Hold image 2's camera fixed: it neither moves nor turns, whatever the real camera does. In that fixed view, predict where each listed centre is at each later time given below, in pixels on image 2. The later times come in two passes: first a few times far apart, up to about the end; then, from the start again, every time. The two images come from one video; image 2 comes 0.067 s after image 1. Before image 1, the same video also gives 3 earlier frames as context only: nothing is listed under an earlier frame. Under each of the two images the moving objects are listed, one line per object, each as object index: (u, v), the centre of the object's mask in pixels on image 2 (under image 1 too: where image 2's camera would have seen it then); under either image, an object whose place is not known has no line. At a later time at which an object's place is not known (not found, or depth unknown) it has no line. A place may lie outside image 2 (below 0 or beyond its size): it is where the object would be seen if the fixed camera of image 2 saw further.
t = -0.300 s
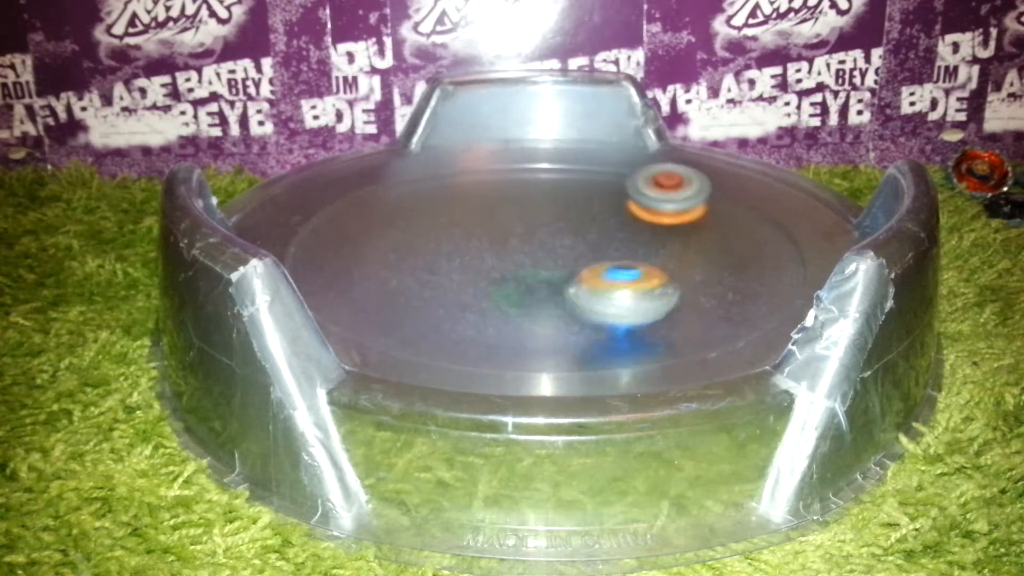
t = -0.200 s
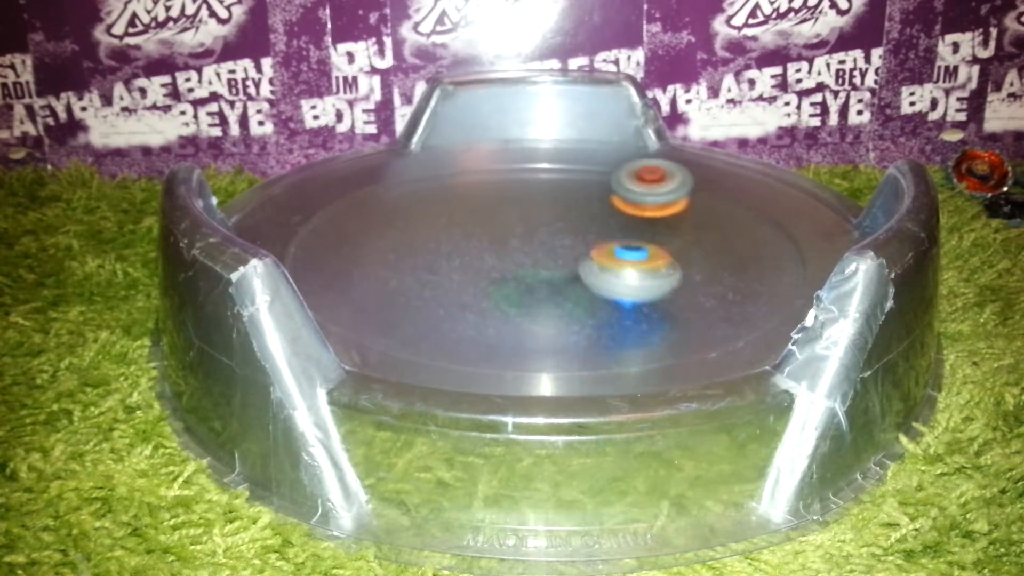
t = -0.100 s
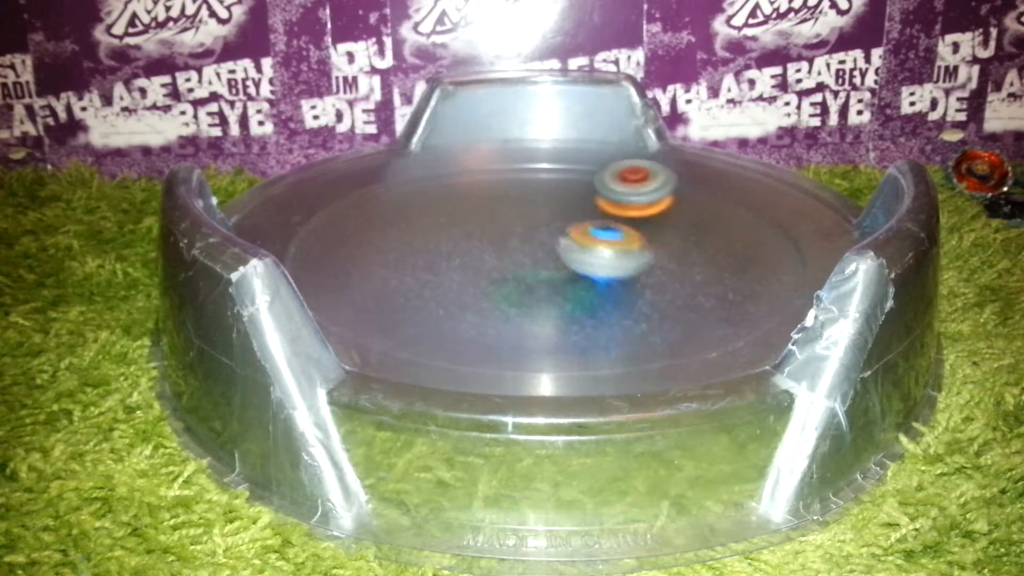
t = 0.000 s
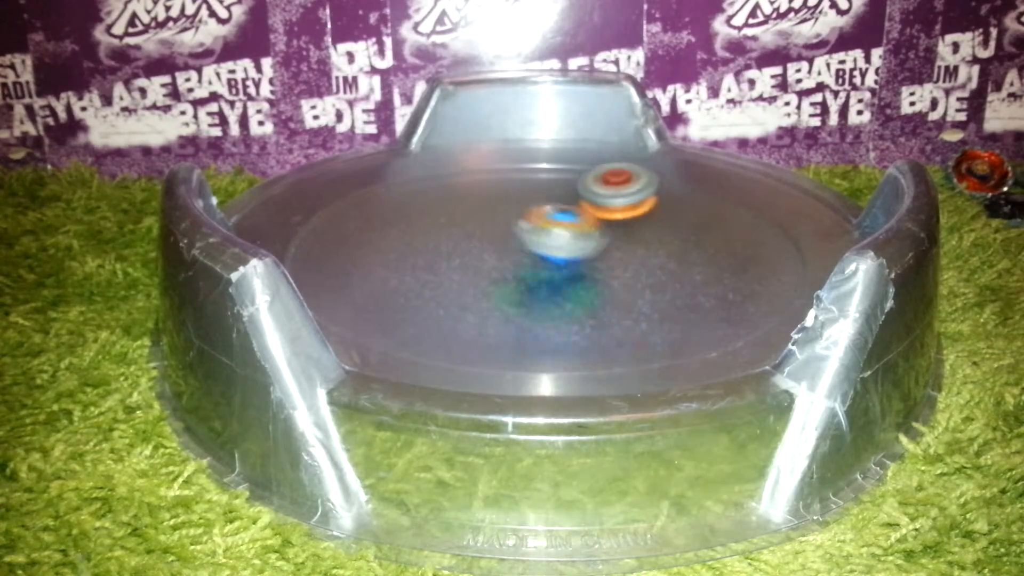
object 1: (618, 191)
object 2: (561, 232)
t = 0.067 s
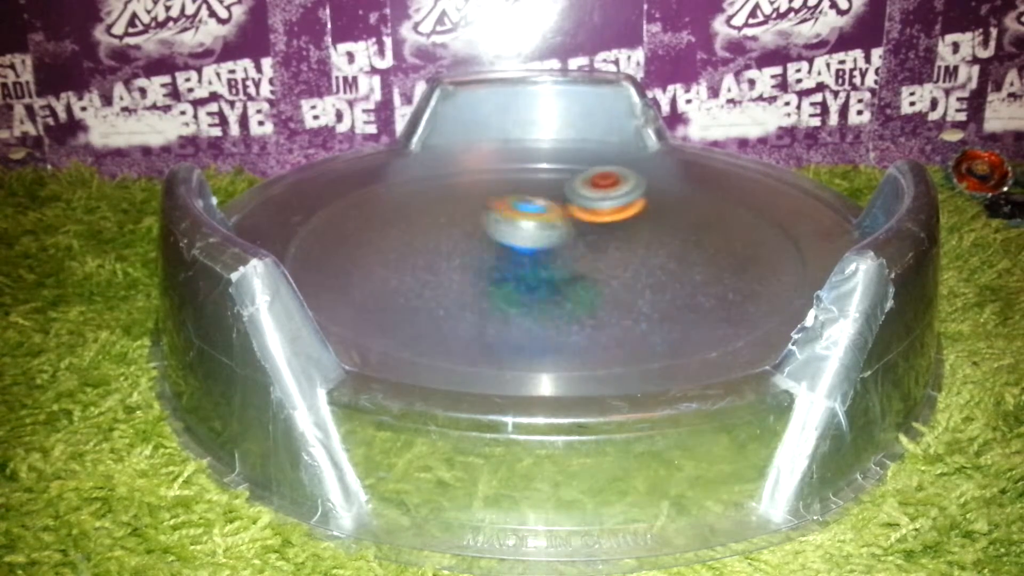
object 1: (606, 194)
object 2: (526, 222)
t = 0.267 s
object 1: (570, 210)
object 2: (424, 216)
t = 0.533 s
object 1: (532, 243)
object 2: (462, 272)
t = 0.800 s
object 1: (610, 211)
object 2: (590, 284)
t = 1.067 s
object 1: (564, 206)
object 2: (644, 235)
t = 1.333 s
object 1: (460, 210)
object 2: (553, 220)
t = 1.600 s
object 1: (377, 234)
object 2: (521, 268)
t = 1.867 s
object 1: (418, 265)
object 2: (628, 281)
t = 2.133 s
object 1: (486, 278)
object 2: (596, 243)
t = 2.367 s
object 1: (553, 276)
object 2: (487, 237)
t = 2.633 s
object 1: (604, 265)
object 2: (461, 271)
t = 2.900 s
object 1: (682, 241)
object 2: (556, 262)
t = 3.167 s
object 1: (694, 221)
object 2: (558, 217)
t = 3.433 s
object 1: (672, 221)
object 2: (497, 229)
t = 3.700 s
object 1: (630, 223)
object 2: (561, 268)
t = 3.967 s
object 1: (597, 211)
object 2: (633, 270)
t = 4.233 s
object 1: (530, 184)
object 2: (575, 270)
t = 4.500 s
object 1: (436, 163)
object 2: (566, 299)
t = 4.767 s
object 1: (376, 205)
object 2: (559, 279)
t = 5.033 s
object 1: (415, 268)
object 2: (502, 244)
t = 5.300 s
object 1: (537, 300)
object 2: (445, 218)
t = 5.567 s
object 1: (645, 285)
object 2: (497, 241)
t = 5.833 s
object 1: (671, 270)
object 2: (590, 240)
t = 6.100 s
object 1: (672, 277)
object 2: (564, 211)
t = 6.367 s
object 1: (668, 272)
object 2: (511, 234)
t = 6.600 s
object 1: (713, 275)
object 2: (463, 243)
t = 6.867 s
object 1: (685, 269)
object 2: (515, 268)
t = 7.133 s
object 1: (818, 239)
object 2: (466, 241)
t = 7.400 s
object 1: (552, 262)
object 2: (468, 232)
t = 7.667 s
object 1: (500, 295)
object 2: (475, 219)
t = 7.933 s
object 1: (477, 266)
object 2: (535, 230)
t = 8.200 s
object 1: (445, 251)
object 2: (619, 226)
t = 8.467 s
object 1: (500, 254)
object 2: (617, 245)
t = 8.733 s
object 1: (515, 243)
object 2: (597, 242)
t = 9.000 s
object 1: (515, 242)
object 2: (598, 244)
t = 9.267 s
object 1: (514, 242)
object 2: (597, 244)
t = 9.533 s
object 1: (514, 242)
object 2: (597, 244)
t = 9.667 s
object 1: (514, 242)
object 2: (597, 244)
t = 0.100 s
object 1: (600, 196)
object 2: (509, 219)
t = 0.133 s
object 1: (593, 199)
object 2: (492, 216)
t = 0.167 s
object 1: (587, 201)
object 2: (473, 214)
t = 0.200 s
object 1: (582, 204)
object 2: (455, 214)
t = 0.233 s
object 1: (576, 207)
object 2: (439, 214)
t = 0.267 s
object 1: (570, 210)
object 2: (424, 216)
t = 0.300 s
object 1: (565, 214)
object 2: (411, 220)
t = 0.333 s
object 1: (559, 217)
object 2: (401, 227)
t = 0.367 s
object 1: (553, 221)
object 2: (398, 234)
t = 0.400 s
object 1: (547, 226)
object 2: (400, 243)
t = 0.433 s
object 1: (542, 230)
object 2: (409, 252)
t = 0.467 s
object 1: (536, 235)
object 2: (424, 260)
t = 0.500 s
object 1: (531, 240)
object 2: (444, 267)
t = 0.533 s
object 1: (532, 243)
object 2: (462, 272)
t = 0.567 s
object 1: (550, 239)
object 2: (469, 279)
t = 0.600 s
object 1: (574, 230)
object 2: (476, 286)
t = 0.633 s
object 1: (594, 222)
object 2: (490, 289)
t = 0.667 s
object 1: (608, 216)
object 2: (510, 292)
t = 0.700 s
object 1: (615, 213)
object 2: (534, 292)
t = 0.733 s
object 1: (616, 212)
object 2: (552, 291)
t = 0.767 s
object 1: (614, 212)
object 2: (572, 289)
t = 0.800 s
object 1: (610, 211)
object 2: (590, 284)
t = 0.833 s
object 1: (606, 211)
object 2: (605, 280)
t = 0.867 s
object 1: (602, 211)
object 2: (617, 274)
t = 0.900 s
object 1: (599, 211)
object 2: (627, 267)
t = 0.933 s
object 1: (594, 211)
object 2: (635, 261)
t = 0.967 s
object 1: (588, 210)
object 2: (639, 252)
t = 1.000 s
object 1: (583, 211)
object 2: (641, 244)
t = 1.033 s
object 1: (573, 208)
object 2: (644, 240)
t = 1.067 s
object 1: (564, 206)
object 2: (644, 235)
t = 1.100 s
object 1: (553, 206)
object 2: (640, 229)
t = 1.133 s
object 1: (546, 206)
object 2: (633, 223)
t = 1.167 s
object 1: (537, 207)
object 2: (623, 218)
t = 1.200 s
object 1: (523, 206)
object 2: (612, 216)
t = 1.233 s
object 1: (506, 205)
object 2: (599, 215)
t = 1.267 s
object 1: (488, 206)
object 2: (583, 215)
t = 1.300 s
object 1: (474, 207)
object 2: (568, 217)
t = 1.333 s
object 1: (460, 210)
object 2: (553, 220)
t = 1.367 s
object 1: (447, 212)
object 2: (537, 223)
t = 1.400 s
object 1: (435, 215)
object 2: (525, 228)
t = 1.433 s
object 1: (426, 219)
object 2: (514, 233)
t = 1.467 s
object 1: (410, 220)
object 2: (512, 241)
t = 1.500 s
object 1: (395, 221)
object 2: (512, 248)
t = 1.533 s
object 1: (385, 225)
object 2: (513, 255)
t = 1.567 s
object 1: (379, 229)
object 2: (516, 262)
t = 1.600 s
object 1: (377, 234)
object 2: (521, 268)
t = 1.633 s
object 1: (377, 239)
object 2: (529, 275)
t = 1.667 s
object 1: (379, 244)
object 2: (538, 279)
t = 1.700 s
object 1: (383, 248)
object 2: (550, 283)
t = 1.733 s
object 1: (388, 252)
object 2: (565, 286)
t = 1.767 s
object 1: (394, 256)
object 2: (582, 287)
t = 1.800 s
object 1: (402, 259)
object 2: (597, 287)
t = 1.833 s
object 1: (410, 262)
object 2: (613, 285)
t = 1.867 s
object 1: (418, 265)
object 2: (628, 281)
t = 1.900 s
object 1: (426, 267)
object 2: (638, 276)
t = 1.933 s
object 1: (434, 269)
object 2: (643, 271)
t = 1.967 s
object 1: (441, 271)
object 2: (645, 265)
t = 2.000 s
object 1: (450, 273)
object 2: (641, 259)
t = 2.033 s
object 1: (458, 275)
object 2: (634, 254)
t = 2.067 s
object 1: (467, 276)
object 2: (623, 250)
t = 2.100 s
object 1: (476, 277)
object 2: (610, 246)
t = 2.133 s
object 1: (486, 278)
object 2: (596, 243)
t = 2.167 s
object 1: (495, 279)
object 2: (582, 241)
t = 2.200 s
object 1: (505, 279)
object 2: (569, 237)
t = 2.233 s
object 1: (514, 279)
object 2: (556, 234)
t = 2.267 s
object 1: (525, 279)
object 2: (540, 231)
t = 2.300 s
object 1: (535, 278)
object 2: (518, 230)
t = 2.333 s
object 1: (544, 277)
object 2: (500, 232)
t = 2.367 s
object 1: (553, 276)
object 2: (487, 237)
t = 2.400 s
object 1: (561, 275)
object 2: (478, 240)
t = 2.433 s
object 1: (569, 273)
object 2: (465, 243)
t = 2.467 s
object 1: (576, 272)
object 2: (455, 245)
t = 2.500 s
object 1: (583, 270)
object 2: (448, 250)
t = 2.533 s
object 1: (589, 269)
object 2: (444, 255)
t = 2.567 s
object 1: (595, 267)
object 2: (445, 261)
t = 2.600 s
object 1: (600, 266)
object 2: (451, 267)
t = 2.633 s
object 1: (604, 265)
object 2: (461, 271)
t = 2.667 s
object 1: (609, 263)
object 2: (476, 276)
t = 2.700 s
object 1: (612, 262)
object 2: (491, 278)
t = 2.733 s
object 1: (615, 261)
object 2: (509, 279)
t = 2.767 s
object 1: (618, 260)
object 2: (526, 278)
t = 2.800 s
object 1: (631, 256)
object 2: (534, 275)
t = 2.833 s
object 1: (653, 253)
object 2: (541, 272)
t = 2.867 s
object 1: (670, 247)
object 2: (549, 267)
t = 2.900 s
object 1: (682, 241)
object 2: (556, 262)
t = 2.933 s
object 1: (690, 236)
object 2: (562, 256)
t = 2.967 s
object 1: (695, 231)
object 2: (566, 251)
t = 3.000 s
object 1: (697, 227)
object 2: (570, 244)
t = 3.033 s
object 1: (698, 225)
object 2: (571, 239)
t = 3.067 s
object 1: (698, 223)
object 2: (570, 233)
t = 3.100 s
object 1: (697, 222)
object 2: (567, 227)
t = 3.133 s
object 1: (696, 221)
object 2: (564, 221)
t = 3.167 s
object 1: (694, 221)
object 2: (558, 217)
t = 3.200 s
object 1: (693, 220)
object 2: (550, 212)
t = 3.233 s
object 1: (691, 220)
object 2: (539, 209)
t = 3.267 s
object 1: (688, 219)
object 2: (529, 208)
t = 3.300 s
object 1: (685, 219)
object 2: (517, 209)
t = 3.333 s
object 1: (683, 219)
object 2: (507, 211)
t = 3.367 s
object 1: (679, 220)
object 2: (500, 217)
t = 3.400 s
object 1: (676, 220)
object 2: (497, 222)
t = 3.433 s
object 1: (672, 221)
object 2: (497, 229)
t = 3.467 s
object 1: (667, 221)
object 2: (500, 236)
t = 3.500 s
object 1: (662, 222)
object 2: (506, 241)
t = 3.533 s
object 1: (655, 224)
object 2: (515, 247)
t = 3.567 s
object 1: (648, 225)
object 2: (525, 251)
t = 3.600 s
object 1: (641, 227)
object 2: (537, 256)
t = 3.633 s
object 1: (633, 228)
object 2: (549, 259)
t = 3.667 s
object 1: (627, 228)
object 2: (561, 262)
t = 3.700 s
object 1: (630, 223)
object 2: (561, 268)
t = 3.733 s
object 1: (635, 216)
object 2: (564, 273)
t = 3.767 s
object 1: (634, 213)
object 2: (570, 276)
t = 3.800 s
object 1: (629, 211)
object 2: (580, 278)
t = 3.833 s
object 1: (623, 211)
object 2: (592, 279)
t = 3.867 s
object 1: (616, 211)
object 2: (606, 279)
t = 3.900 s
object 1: (610, 211)
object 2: (617, 277)
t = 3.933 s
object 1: (604, 211)
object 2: (627, 274)
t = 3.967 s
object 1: (597, 211)
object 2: (633, 270)
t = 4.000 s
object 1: (590, 211)
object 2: (634, 265)
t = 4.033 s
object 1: (584, 212)
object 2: (631, 262)
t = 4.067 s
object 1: (577, 212)
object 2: (624, 258)
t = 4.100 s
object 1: (569, 213)
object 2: (613, 255)
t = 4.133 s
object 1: (560, 213)
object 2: (603, 252)
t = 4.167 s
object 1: (552, 212)
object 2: (591, 253)
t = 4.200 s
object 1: (543, 202)
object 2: (582, 262)
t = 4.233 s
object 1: (530, 184)
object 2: (575, 270)
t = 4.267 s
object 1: (515, 167)
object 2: (570, 275)
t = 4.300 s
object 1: (503, 159)
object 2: (567, 280)
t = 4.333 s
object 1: (490, 153)
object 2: (563, 283)
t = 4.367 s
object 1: (478, 152)
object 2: (561, 288)
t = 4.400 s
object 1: (468, 153)
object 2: (558, 291)
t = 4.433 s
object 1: (457, 155)
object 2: (558, 294)
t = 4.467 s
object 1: (446, 159)
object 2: (560, 297)
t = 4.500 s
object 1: (436, 163)
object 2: (566, 299)
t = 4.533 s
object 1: (426, 166)
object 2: (570, 299)
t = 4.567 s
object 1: (417, 169)
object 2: (574, 298)
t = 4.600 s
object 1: (408, 174)
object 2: (577, 297)
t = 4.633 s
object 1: (398, 179)
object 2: (577, 295)
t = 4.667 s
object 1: (391, 185)
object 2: (576, 291)
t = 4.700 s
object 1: (384, 191)
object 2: (571, 287)
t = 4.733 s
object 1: (379, 198)
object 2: (565, 283)
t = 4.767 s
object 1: (376, 205)
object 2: (559, 279)
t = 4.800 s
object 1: (374, 213)
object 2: (552, 275)
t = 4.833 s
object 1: (374, 221)
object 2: (545, 271)
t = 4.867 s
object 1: (376, 229)
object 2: (538, 266)
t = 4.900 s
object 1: (380, 238)
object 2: (530, 263)
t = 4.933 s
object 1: (386, 246)
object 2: (522, 257)
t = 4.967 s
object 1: (394, 254)
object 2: (515, 253)
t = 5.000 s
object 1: (404, 261)
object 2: (508, 248)
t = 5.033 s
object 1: (415, 268)
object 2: (502, 244)
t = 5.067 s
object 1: (427, 275)
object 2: (496, 239)
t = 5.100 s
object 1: (441, 281)
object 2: (490, 233)
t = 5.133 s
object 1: (455, 286)
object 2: (482, 229)
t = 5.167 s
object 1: (471, 291)
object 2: (474, 226)
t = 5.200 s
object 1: (486, 294)
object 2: (466, 223)
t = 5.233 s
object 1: (503, 297)
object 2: (459, 219)
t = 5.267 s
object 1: (520, 299)
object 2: (450, 218)
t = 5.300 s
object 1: (537, 300)
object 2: (445, 218)
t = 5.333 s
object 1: (554, 301)
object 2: (443, 220)
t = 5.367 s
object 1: (571, 300)
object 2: (444, 222)
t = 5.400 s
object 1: (587, 299)
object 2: (448, 225)
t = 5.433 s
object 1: (602, 297)
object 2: (454, 229)
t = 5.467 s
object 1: (616, 295)
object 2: (463, 232)
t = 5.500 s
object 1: (628, 292)
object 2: (474, 236)
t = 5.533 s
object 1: (637, 289)
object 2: (485, 238)
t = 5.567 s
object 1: (645, 285)
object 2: (497, 241)
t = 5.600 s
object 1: (651, 282)
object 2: (510, 242)
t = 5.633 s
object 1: (654, 279)
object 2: (523, 244)
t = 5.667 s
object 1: (657, 277)
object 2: (534, 244)
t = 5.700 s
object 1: (658, 274)
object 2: (549, 245)
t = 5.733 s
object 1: (660, 272)
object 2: (559, 245)
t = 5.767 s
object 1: (661, 270)
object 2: (572, 244)
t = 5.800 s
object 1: (661, 268)
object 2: (581, 244)
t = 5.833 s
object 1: (671, 270)
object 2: (590, 240)
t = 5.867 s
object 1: (687, 275)
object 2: (592, 233)
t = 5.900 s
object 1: (700, 277)
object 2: (594, 227)
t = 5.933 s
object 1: (704, 280)
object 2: (595, 222)
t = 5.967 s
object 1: (701, 284)
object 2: (593, 218)
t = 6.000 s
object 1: (694, 283)
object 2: (589, 213)
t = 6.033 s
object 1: (686, 283)
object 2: (583, 211)
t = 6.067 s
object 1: (679, 280)
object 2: (573, 209)
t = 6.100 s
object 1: (672, 277)
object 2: (564, 211)
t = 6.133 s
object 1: (665, 273)
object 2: (555, 213)
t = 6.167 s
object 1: (658, 270)
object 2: (548, 218)
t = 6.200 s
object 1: (651, 266)
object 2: (543, 222)
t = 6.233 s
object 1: (642, 263)
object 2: (540, 227)
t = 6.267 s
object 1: (632, 261)
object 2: (537, 232)
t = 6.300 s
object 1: (623, 260)
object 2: (536, 237)
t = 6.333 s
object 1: (639, 265)
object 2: (526, 236)
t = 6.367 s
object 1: (668, 272)
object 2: (511, 234)
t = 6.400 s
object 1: (689, 276)
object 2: (499, 233)
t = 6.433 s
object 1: (703, 278)
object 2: (492, 233)
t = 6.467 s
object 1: (709, 278)
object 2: (482, 234)
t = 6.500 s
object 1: (712, 278)
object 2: (475, 235)
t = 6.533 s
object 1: (714, 277)
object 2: (471, 237)
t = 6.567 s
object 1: (714, 276)
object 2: (465, 241)
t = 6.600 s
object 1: (713, 275)
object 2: (463, 243)
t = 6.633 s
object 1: (712, 275)
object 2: (463, 247)
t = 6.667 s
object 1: (710, 274)
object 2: (466, 251)
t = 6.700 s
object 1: (707, 273)
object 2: (470, 255)
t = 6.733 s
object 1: (705, 272)
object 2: (478, 258)
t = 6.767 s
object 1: (702, 272)
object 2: (486, 262)
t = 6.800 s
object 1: (697, 271)
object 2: (493, 263)
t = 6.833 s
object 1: (692, 270)
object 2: (505, 265)
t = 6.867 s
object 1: (685, 269)
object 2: (515, 268)
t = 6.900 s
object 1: (676, 268)
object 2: (524, 268)
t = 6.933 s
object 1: (665, 266)
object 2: (536, 268)
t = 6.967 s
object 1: (653, 264)
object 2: (547, 270)
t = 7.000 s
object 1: (669, 261)
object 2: (538, 266)
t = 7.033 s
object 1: (719, 256)
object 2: (511, 261)
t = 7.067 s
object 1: (760, 250)
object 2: (487, 252)
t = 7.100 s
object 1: (792, 246)
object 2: (473, 246)
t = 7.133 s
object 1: (818, 239)
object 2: (466, 241)
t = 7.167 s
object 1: (815, 236)
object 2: (464, 239)
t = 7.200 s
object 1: (787, 250)
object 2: (463, 237)
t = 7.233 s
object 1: (743, 257)
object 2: (464, 236)
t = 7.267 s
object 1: (702, 264)
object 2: (462, 236)
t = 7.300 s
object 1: (657, 267)
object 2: (461, 237)
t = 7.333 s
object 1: (615, 267)
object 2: (461, 236)
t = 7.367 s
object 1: (578, 266)
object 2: (464, 235)
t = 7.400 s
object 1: (552, 262)
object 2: (468, 232)
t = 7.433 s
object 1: (546, 262)
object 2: (458, 224)
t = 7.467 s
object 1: (545, 279)
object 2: (454, 219)
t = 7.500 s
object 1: (536, 282)
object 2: (456, 214)
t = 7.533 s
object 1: (530, 292)
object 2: (459, 213)
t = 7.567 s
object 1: (521, 295)
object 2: (462, 214)
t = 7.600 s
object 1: (515, 298)
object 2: (466, 215)
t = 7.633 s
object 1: (506, 297)
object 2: (470, 216)
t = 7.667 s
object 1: (500, 295)
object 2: (475, 219)
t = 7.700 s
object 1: (494, 294)
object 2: (478, 221)
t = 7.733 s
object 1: (488, 292)
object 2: (484, 222)
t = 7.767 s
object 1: (485, 289)
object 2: (492, 225)
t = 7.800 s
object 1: (484, 287)
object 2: (499, 227)
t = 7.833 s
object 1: (482, 284)
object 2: (507, 229)
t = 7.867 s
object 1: (480, 279)
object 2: (516, 230)
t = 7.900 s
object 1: (478, 272)
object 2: (526, 230)
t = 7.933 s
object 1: (477, 266)
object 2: (535, 230)
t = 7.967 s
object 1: (482, 261)
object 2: (544, 230)
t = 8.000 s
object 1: (484, 256)
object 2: (549, 229)
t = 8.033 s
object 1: (469, 256)
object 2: (566, 223)
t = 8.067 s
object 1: (452, 254)
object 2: (581, 218)
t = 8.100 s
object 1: (443, 255)
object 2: (596, 223)
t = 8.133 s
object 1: (440, 253)
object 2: (605, 225)
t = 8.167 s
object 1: (441, 252)
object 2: (613, 226)
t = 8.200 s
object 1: (445, 251)
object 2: (619, 226)
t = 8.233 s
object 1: (449, 252)
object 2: (623, 227)
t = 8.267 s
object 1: (453, 252)
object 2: (626, 229)
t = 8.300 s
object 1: (459, 253)
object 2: (628, 231)
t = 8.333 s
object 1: (466, 253)
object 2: (629, 233)
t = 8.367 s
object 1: (473, 253)
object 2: (628, 236)
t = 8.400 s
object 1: (482, 253)
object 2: (626, 239)
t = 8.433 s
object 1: (490, 254)
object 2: (623, 242)
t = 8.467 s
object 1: (500, 254)
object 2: (617, 245)
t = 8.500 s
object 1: (511, 253)
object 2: (611, 247)
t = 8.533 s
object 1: (516, 252)
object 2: (605, 247)
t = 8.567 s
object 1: (516, 250)
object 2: (600, 245)
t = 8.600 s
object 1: (517, 249)
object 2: (599, 244)
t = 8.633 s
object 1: (516, 248)
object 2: (598, 243)
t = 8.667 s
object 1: (515, 246)
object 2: (597, 243)
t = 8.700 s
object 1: (516, 245)
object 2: (597, 243)
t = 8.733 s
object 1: (515, 243)
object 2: (597, 242)
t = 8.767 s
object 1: (516, 242)
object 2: (597, 242)
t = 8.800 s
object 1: (517, 242)
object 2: (597, 243)
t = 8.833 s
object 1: (516, 242)
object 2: (597, 243)
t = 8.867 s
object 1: (516, 242)
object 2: (597, 243)
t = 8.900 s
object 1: (515, 242)
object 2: (597, 243)
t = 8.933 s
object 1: (515, 242)
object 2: (597, 244)
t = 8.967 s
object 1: (514, 242)
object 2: (598, 244)
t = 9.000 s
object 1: (515, 242)
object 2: (598, 244)
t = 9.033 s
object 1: (514, 242)
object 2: (598, 244)
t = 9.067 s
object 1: (515, 242)
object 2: (598, 244)
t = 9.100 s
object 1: (514, 242)
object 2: (598, 244)
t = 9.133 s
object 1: (514, 242)
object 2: (598, 244)
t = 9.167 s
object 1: (514, 242)
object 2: (598, 244)
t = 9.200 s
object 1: (514, 242)
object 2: (598, 244)
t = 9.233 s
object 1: (514, 242)
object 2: (597, 244)
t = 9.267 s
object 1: (514, 242)
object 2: (597, 244)
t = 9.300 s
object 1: (514, 242)
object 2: (597, 244)
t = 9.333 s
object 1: (514, 242)
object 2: (597, 244)
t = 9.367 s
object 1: (514, 242)
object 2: (597, 244)
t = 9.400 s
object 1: (514, 242)
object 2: (597, 244)
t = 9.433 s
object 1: (514, 242)
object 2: (597, 244)
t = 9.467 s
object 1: (514, 242)
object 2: (597, 244)
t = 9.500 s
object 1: (514, 242)
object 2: (597, 244)
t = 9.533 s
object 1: (514, 242)
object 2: (597, 244)
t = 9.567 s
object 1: (514, 242)
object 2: (597, 244)
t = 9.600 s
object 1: (514, 242)
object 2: (597, 244)
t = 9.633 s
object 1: (514, 242)
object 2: (597, 244)
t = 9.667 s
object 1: (514, 242)
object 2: (597, 244)
